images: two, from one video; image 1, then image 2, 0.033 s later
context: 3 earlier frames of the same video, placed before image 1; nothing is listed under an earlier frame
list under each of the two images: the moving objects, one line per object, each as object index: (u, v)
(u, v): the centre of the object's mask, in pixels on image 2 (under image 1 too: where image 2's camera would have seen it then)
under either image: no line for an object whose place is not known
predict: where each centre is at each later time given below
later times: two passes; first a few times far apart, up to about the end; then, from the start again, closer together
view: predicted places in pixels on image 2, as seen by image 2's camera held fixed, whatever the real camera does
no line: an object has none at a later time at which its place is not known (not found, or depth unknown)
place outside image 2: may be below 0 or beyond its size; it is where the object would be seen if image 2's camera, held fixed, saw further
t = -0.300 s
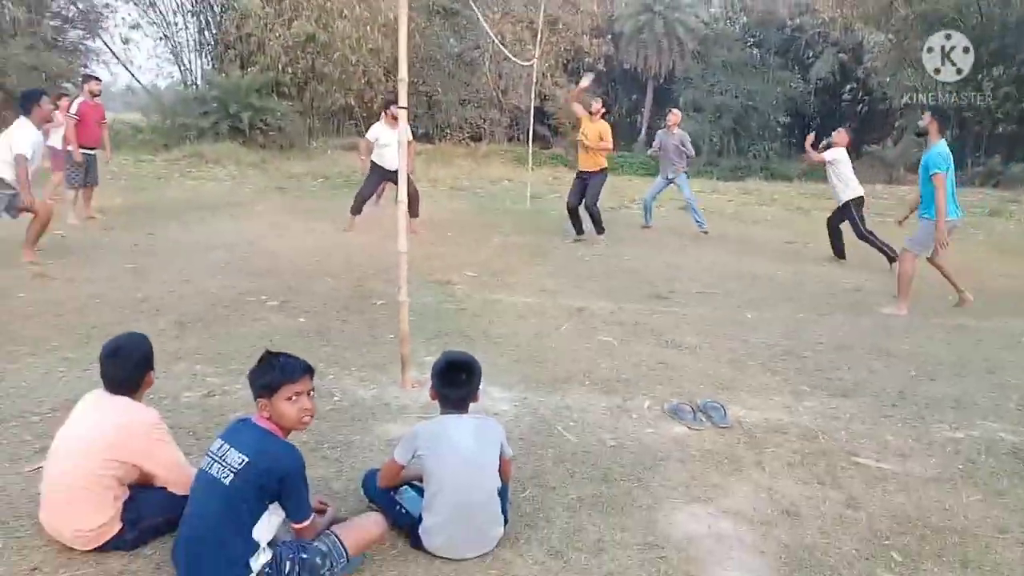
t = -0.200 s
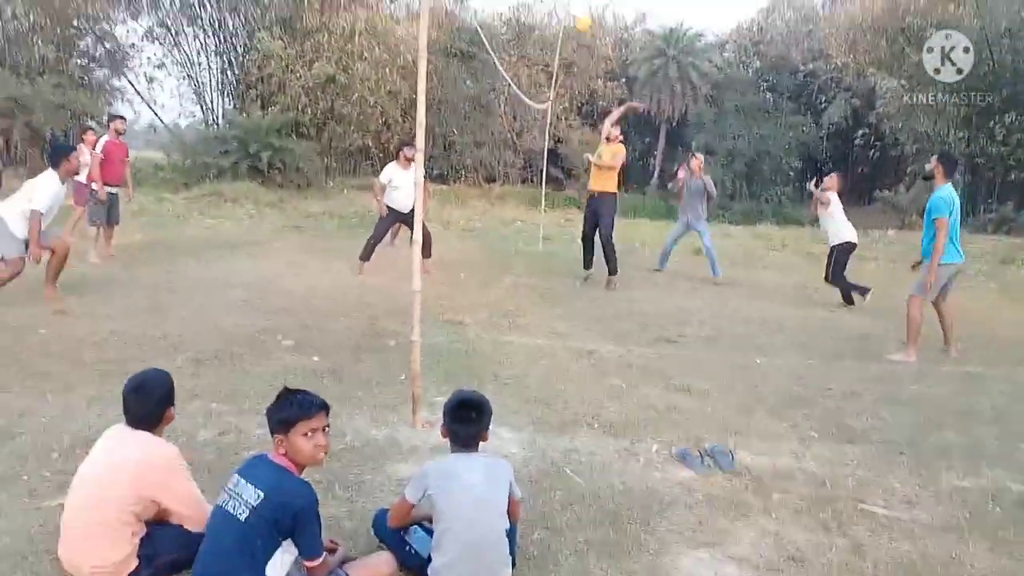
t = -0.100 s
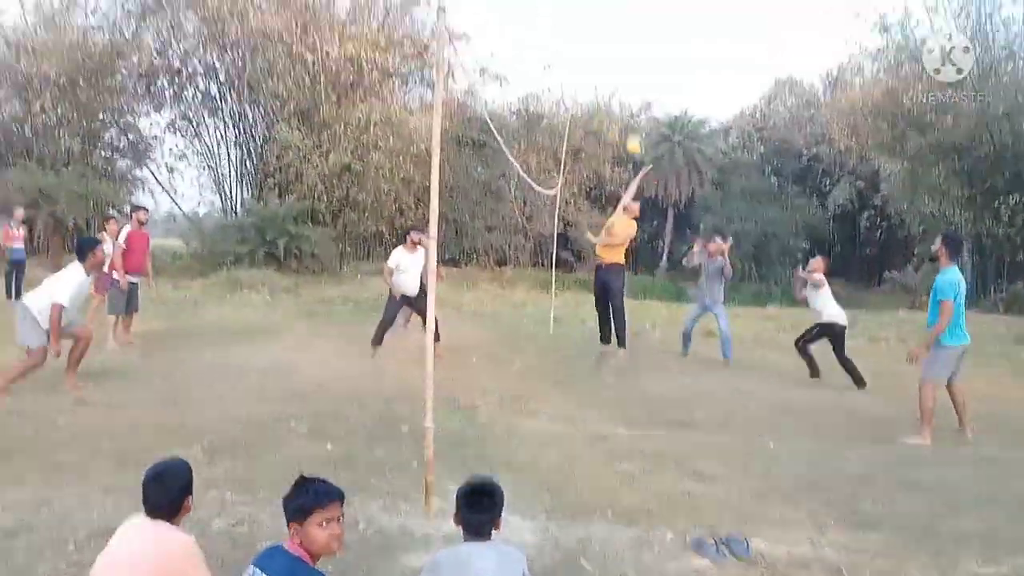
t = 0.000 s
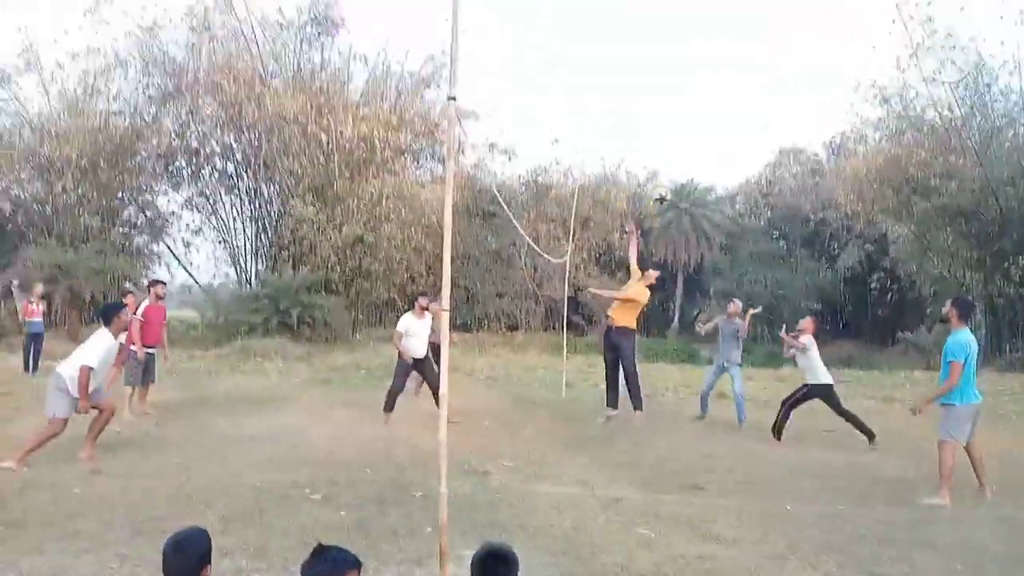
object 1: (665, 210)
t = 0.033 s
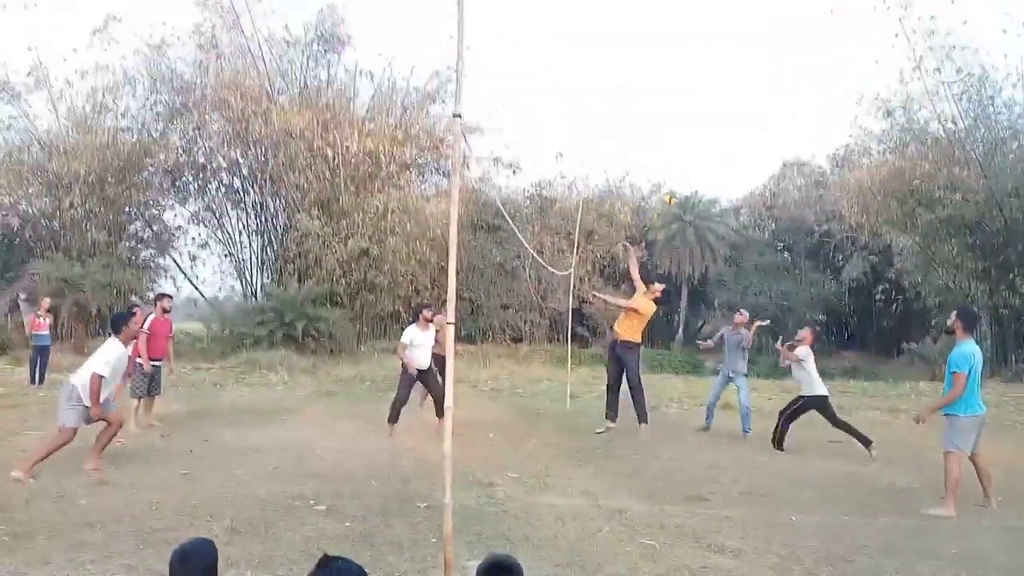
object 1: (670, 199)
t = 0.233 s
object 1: (695, 141)
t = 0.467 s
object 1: (729, 112)
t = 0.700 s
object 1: (774, 143)
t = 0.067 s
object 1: (673, 187)
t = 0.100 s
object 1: (677, 177)
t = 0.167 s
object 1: (686, 157)
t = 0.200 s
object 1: (691, 149)
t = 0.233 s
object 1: (695, 141)
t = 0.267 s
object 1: (699, 136)
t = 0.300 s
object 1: (704, 129)
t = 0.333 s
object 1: (709, 125)
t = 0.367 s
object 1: (713, 122)
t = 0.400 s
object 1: (719, 118)
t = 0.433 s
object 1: (723, 115)
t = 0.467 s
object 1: (729, 112)
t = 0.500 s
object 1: (736, 112)
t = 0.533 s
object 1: (743, 115)
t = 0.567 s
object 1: (749, 118)
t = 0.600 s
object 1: (757, 124)
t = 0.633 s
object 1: (764, 129)
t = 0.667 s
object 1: (770, 134)
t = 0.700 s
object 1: (774, 143)
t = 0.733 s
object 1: (781, 152)
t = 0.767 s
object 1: (785, 161)
